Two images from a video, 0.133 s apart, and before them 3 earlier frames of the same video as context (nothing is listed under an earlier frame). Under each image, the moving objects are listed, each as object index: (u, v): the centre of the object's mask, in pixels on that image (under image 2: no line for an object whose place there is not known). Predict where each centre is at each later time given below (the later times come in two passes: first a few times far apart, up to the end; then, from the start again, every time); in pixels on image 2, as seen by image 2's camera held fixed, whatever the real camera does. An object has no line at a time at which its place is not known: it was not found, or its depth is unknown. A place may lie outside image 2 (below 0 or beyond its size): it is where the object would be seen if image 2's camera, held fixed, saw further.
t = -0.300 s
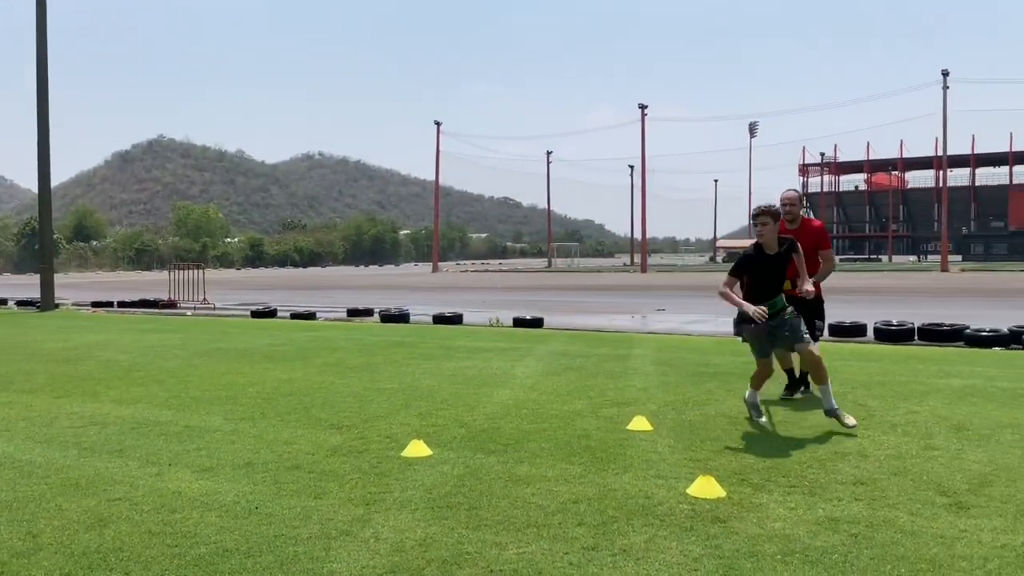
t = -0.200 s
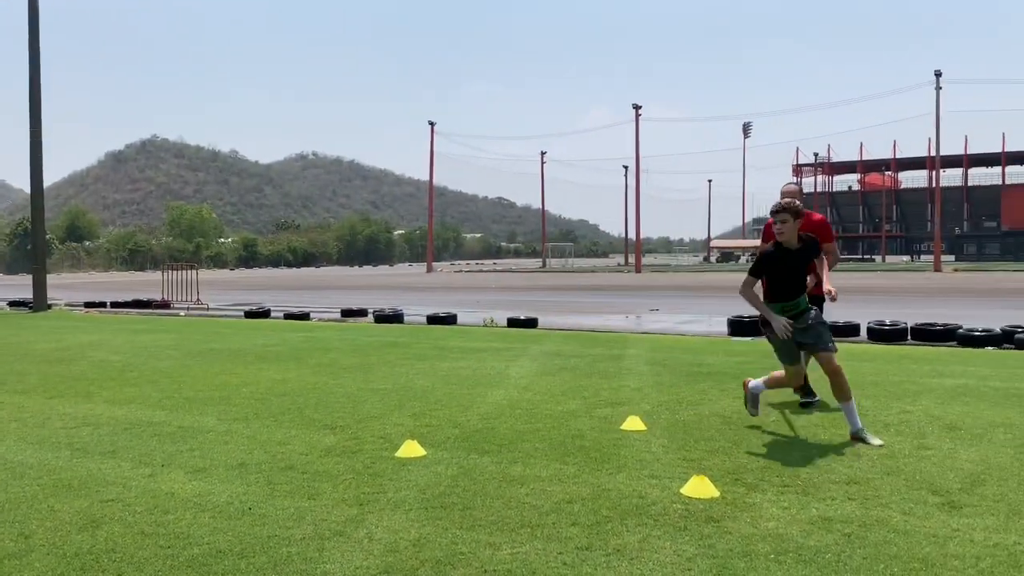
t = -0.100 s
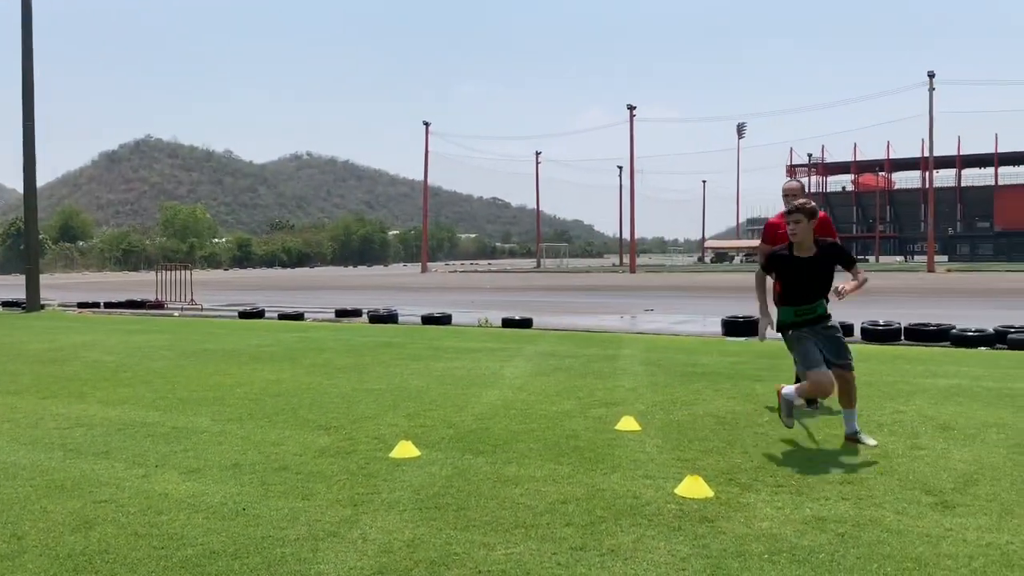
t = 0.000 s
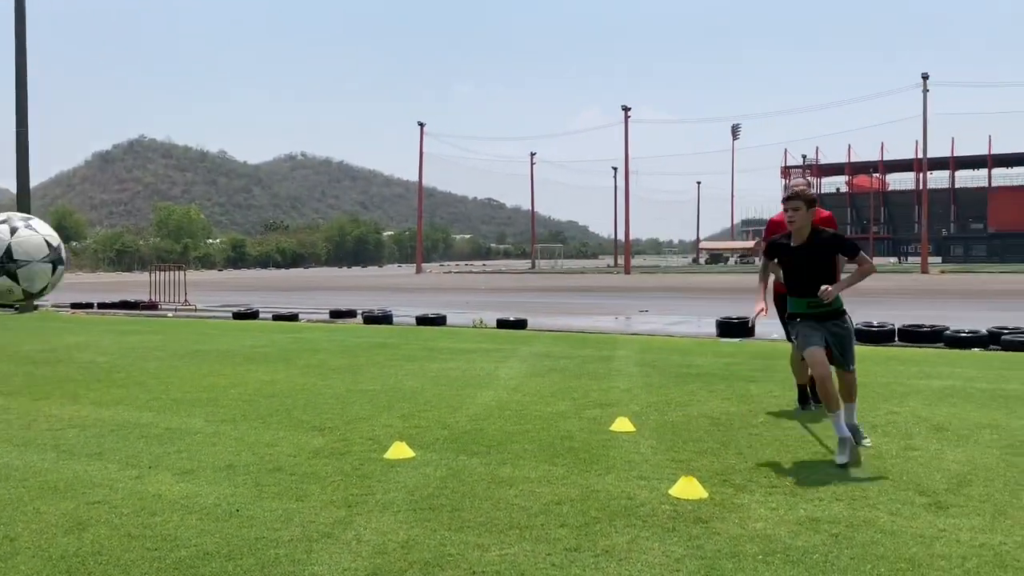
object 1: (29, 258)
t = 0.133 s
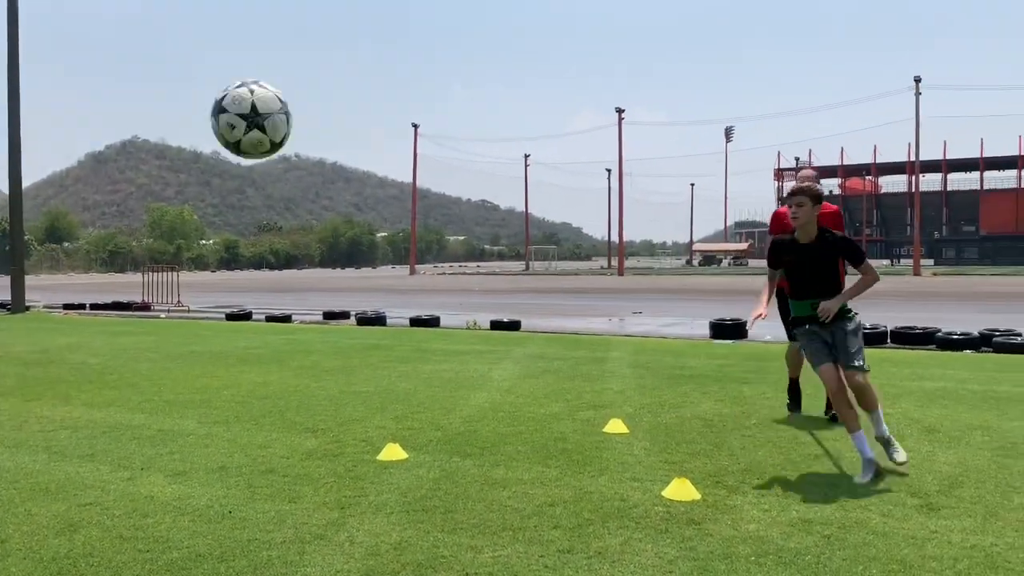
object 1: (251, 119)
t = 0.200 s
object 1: (348, 86)
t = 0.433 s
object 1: (600, 91)
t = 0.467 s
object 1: (628, 103)
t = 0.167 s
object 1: (301, 101)
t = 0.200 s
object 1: (348, 86)
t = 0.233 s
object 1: (392, 77)
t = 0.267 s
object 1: (433, 72)
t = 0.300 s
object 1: (471, 70)
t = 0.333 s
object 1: (506, 71)
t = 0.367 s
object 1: (539, 75)
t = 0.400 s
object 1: (570, 82)
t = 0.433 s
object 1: (600, 91)
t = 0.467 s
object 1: (628, 103)
